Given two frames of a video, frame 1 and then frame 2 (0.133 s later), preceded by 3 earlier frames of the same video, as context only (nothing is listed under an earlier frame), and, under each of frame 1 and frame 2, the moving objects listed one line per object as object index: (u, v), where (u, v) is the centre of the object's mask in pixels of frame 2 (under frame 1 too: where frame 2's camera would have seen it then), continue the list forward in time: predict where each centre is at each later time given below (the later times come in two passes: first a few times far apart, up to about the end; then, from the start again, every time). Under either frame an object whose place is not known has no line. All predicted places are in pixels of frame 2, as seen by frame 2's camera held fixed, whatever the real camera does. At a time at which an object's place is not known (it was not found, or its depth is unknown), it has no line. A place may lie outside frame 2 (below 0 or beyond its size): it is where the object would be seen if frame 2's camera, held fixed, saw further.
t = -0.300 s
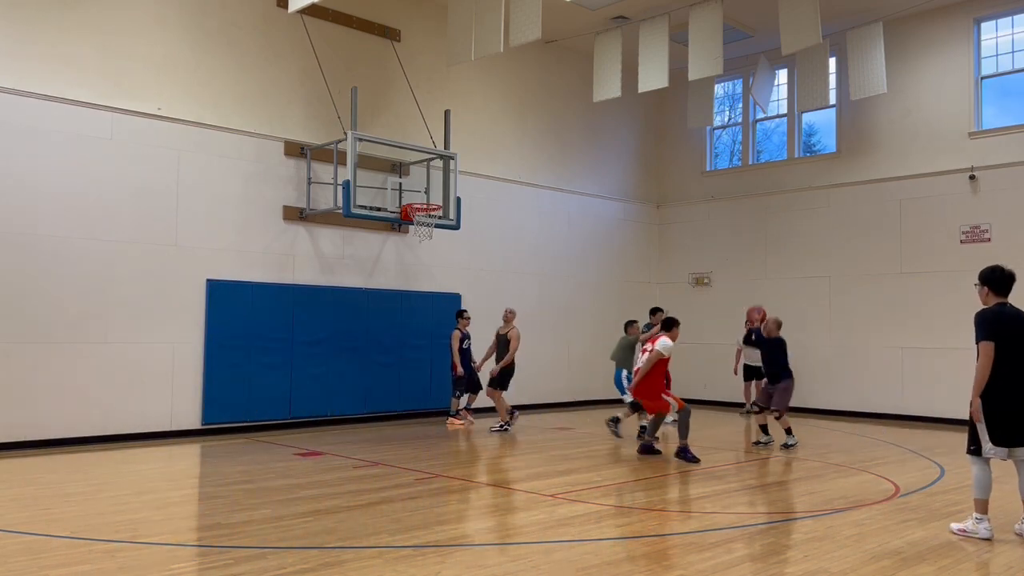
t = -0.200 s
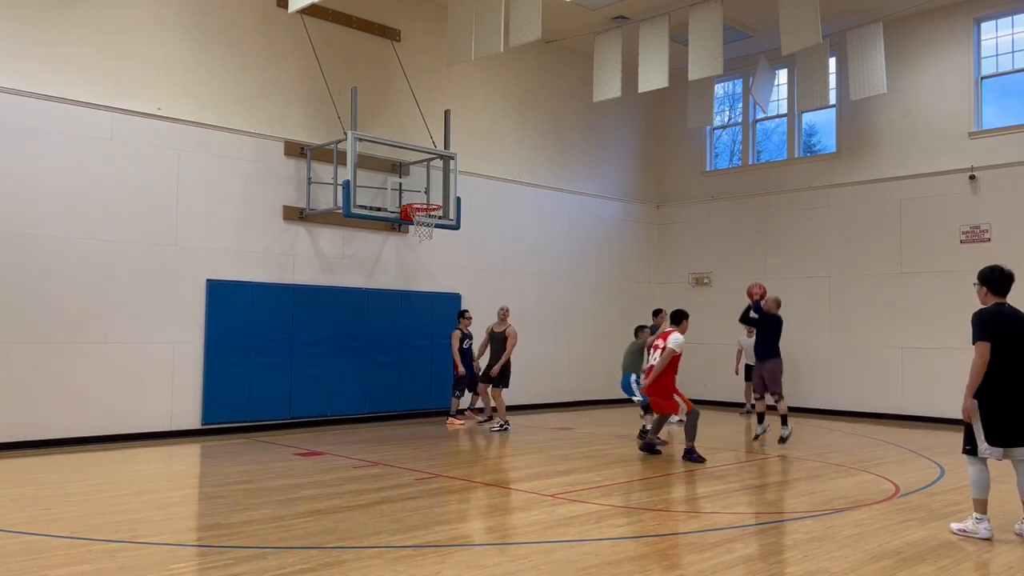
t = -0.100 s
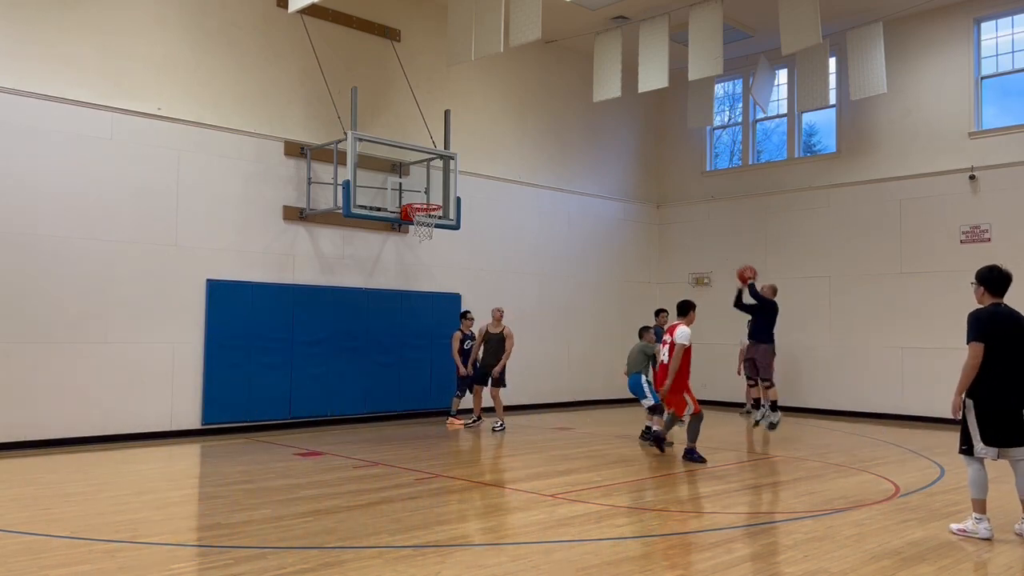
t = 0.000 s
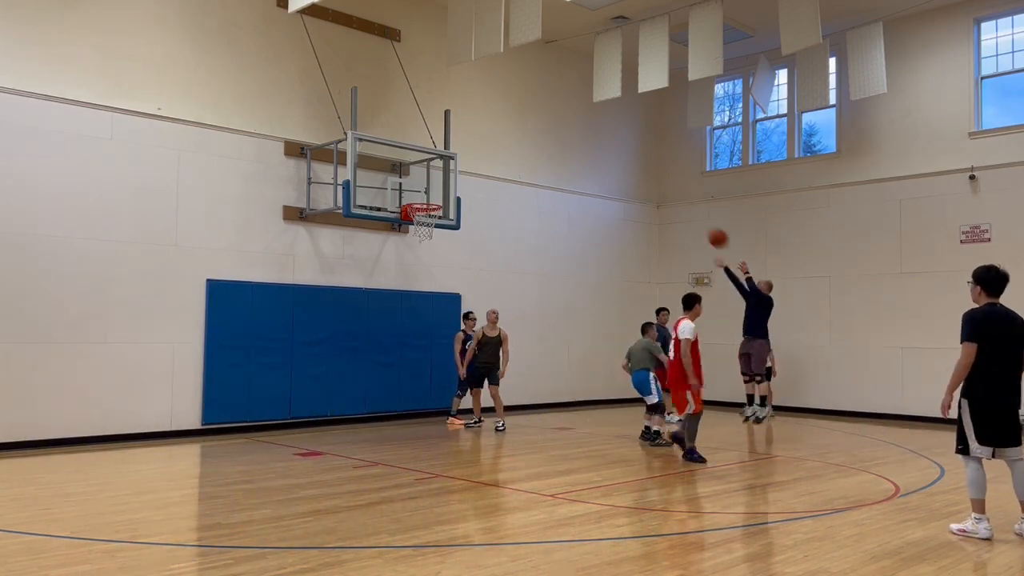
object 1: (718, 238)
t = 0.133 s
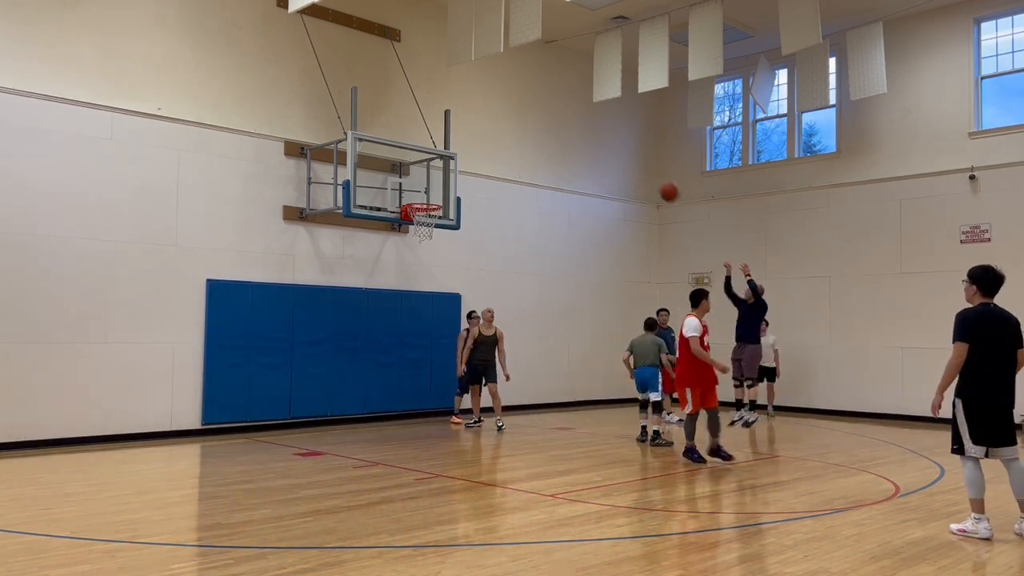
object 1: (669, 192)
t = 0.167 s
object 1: (657, 183)
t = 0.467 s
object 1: (552, 140)
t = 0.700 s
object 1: (475, 153)
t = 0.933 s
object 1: (404, 190)
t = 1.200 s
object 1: (363, 172)
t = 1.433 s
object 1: (353, 184)
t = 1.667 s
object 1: (341, 239)
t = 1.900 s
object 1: (329, 344)
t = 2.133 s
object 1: (315, 407)
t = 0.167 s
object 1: (657, 183)
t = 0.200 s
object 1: (645, 175)
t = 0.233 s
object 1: (633, 168)
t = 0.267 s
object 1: (621, 161)
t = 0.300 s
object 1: (610, 156)
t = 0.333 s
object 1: (598, 151)
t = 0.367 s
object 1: (587, 147)
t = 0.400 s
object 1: (575, 144)
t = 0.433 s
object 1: (564, 142)
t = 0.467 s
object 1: (552, 140)
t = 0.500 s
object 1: (541, 140)
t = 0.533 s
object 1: (530, 140)
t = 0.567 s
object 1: (519, 141)
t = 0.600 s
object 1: (508, 143)
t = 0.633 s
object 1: (496, 146)
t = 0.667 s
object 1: (485, 149)
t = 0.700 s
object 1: (475, 153)
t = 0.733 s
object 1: (464, 158)
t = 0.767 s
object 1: (453, 164)
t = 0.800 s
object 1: (441, 170)
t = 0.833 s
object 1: (430, 178)
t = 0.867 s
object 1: (420, 186)
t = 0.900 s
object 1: (409, 194)
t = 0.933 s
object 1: (404, 190)
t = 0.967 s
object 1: (398, 186)
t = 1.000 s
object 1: (392, 182)
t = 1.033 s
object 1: (386, 180)
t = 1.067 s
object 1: (381, 177)
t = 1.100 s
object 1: (375, 176)
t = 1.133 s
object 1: (370, 175)
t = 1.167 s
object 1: (364, 173)
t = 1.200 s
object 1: (363, 172)
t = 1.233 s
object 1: (362, 172)
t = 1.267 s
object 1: (361, 172)
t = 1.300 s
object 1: (359, 172)
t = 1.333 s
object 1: (357, 173)
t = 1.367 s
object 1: (356, 176)
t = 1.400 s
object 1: (355, 179)
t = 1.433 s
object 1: (353, 184)
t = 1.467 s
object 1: (352, 188)
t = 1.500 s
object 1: (350, 195)
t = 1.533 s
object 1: (349, 202)
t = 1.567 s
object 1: (347, 210)
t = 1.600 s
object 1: (345, 219)
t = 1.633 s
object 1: (343, 228)
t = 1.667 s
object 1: (341, 239)
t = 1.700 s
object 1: (340, 251)
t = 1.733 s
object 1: (338, 264)
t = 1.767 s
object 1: (336, 277)
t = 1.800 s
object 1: (335, 293)
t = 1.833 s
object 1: (333, 309)
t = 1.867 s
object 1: (331, 325)
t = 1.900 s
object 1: (329, 344)
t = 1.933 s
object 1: (327, 363)
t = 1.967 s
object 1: (326, 383)
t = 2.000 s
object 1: (323, 404)
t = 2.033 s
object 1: (321, 425)
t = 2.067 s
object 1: (319, 439)
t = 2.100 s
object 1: (316, 421)
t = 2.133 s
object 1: (315, 407)
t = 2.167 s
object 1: (313, 393)
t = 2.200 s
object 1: (310, 380)
